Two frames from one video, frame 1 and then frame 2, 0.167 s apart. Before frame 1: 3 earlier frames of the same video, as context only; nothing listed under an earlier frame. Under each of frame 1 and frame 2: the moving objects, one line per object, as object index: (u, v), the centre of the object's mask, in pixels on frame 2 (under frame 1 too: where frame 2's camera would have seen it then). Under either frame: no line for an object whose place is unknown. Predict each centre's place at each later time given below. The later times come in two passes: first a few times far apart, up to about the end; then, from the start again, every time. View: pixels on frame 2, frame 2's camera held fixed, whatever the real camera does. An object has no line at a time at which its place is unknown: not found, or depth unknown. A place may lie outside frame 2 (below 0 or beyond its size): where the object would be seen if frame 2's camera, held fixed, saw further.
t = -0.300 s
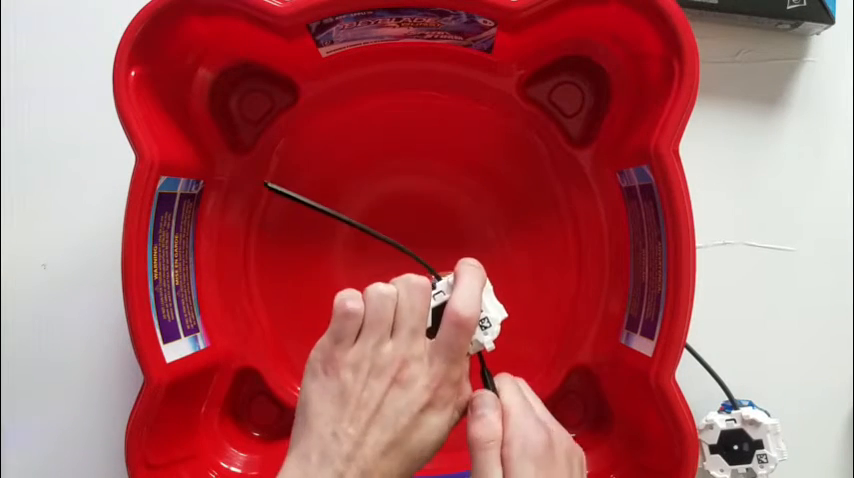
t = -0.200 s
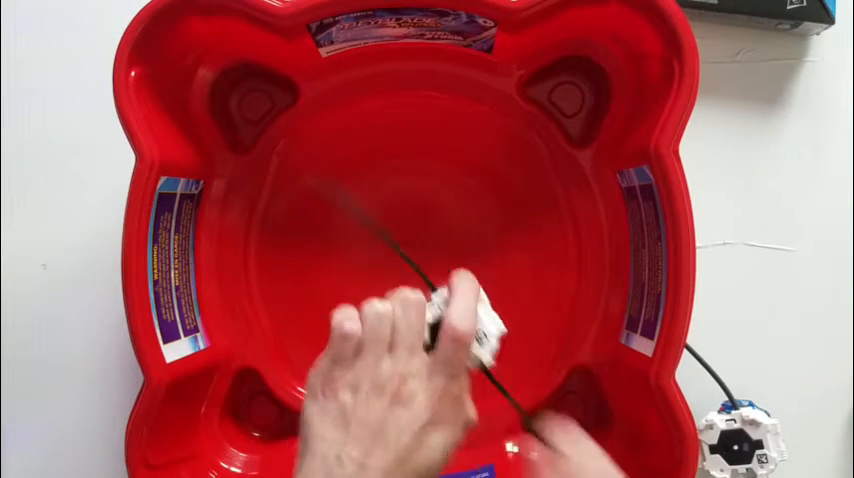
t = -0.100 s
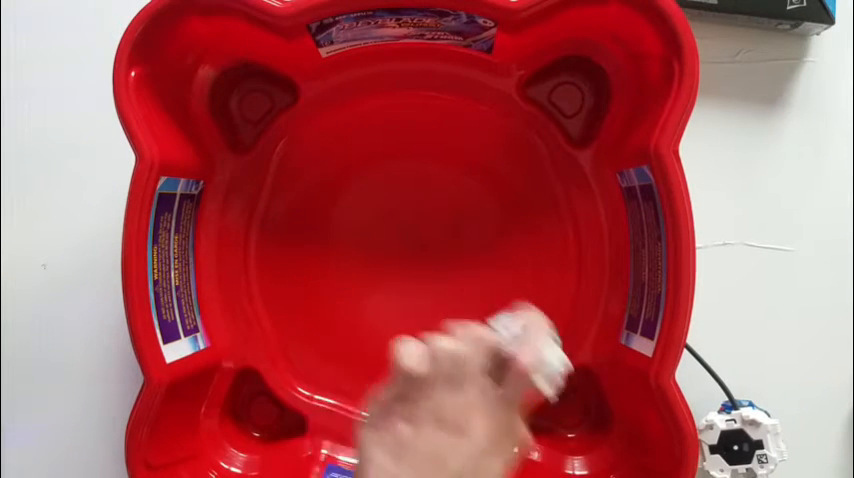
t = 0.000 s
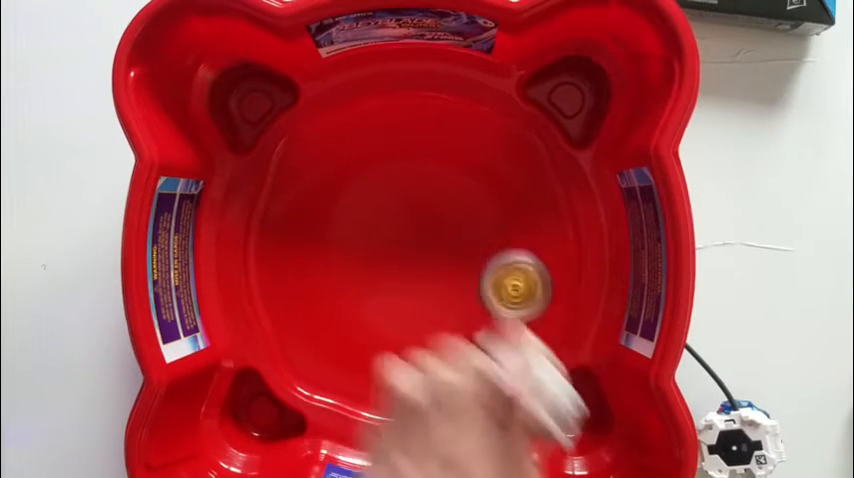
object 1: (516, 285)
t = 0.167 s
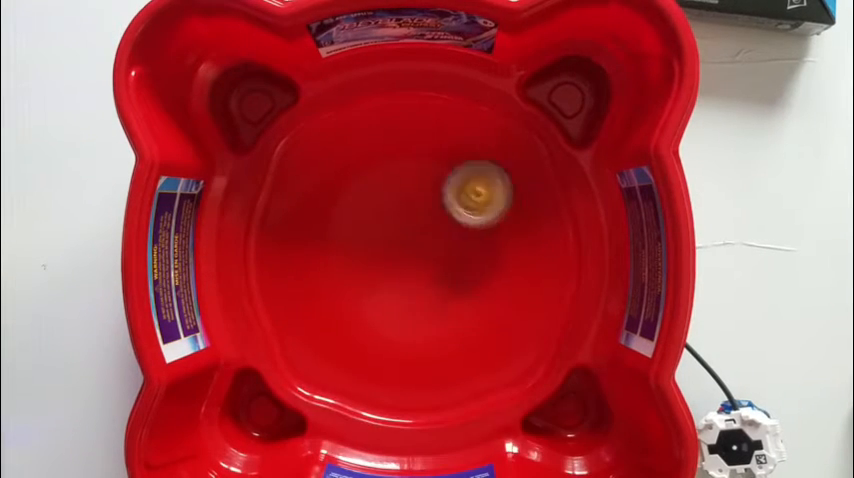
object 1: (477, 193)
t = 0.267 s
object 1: (427, 168)
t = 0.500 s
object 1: (314, 268)
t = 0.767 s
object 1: (374, 363)
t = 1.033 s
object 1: (448, 336)
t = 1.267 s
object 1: (456, 241)
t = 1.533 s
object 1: (312, 226)
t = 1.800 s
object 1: (303, 315)
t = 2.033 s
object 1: (345, 348)
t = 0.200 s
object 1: (463, 180)
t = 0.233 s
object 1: (446, 171)
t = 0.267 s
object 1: (427, 168)
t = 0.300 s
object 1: (407, 169)
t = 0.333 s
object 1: (386, 177)
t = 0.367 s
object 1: (366, 188)
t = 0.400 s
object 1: (346, 204)
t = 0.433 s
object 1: (330, 223)
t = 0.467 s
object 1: (319, 245)
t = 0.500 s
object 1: (314, 268)
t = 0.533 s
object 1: (313, 290)
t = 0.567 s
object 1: (317, 309)
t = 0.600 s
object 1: (324, 326)
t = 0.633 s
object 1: (333, 339)
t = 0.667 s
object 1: (343, 349)
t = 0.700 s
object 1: (354, 356)
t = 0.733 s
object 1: (364, 360)
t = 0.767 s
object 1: (374, 363)
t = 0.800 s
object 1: (385, 364)
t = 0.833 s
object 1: (395, 364)
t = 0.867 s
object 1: (405, 363)
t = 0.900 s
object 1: (414, 360)
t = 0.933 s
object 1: (423, 356)
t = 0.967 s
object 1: (432, 351)
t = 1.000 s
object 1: (440, 345)
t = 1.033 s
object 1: (448, 336)
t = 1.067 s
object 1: (455, 327)
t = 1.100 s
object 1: (461, 316)
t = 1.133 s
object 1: (465, 303)
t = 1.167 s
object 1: (468, 288)
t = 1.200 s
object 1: (468, 272)
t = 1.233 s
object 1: (464, 256)
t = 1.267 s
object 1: (456, 241)
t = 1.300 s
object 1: (443, 228)
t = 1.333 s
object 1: (426, 217)
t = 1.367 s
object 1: (406, 209)
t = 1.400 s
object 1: (386, 205)
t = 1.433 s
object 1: (365, 205)
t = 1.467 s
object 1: (346, 208)
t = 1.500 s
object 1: (327, 215)
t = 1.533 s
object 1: (312, 226)
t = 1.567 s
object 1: (301, 239)
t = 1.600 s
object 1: (295, 253)
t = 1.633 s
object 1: (293, 266)
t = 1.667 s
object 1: (292, 278)
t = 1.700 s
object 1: (293, 289)
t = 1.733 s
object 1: (296, 299)
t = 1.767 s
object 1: (299, 307)
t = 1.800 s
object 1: (303, 315)
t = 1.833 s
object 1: (308, 322)
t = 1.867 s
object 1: (313, 329)
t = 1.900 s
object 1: (319, 334)
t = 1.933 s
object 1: (325, 339)
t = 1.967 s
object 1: (331, 343)
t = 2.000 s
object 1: (338, 346)
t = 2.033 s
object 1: (345, 348)
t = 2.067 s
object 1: (353, 349)
